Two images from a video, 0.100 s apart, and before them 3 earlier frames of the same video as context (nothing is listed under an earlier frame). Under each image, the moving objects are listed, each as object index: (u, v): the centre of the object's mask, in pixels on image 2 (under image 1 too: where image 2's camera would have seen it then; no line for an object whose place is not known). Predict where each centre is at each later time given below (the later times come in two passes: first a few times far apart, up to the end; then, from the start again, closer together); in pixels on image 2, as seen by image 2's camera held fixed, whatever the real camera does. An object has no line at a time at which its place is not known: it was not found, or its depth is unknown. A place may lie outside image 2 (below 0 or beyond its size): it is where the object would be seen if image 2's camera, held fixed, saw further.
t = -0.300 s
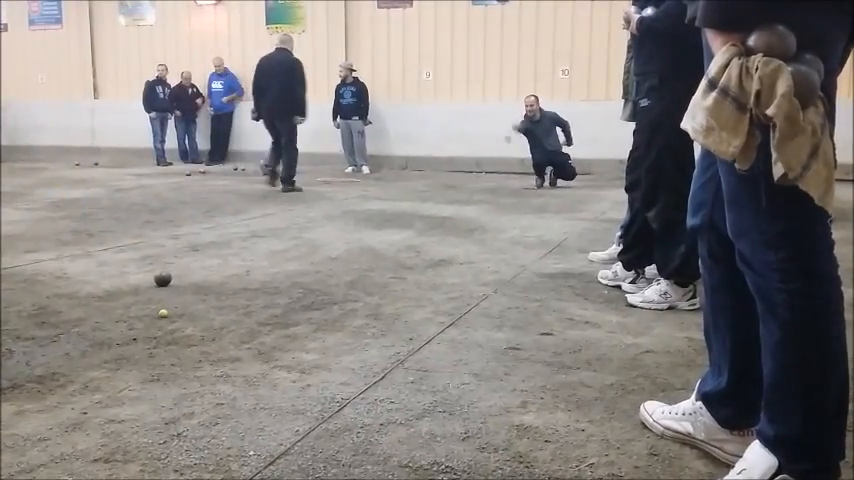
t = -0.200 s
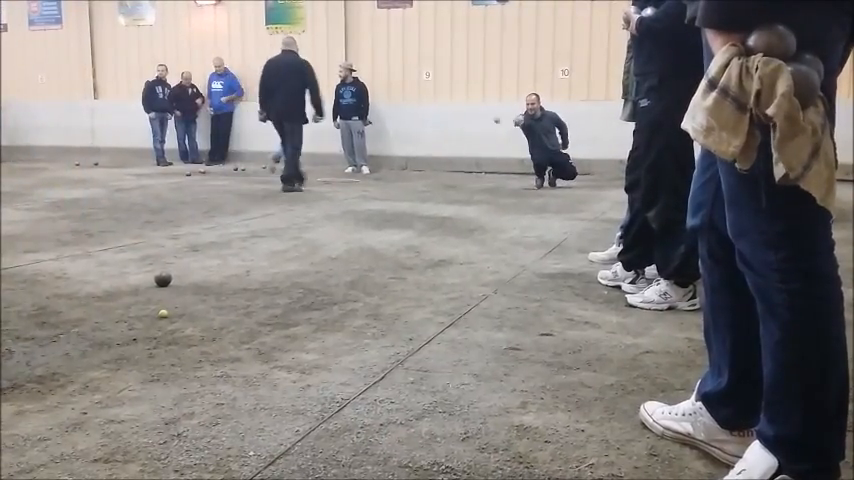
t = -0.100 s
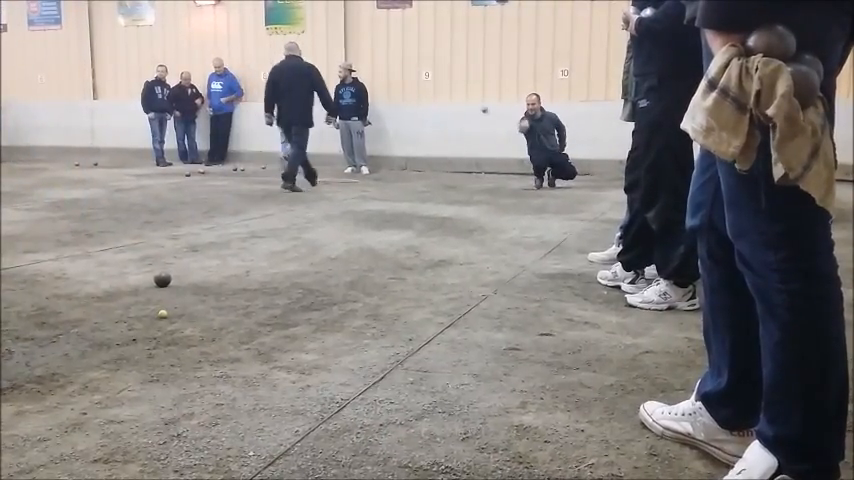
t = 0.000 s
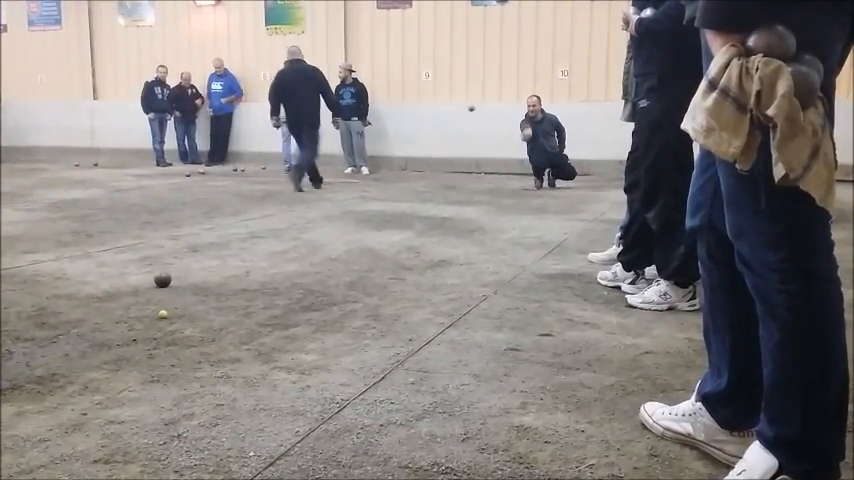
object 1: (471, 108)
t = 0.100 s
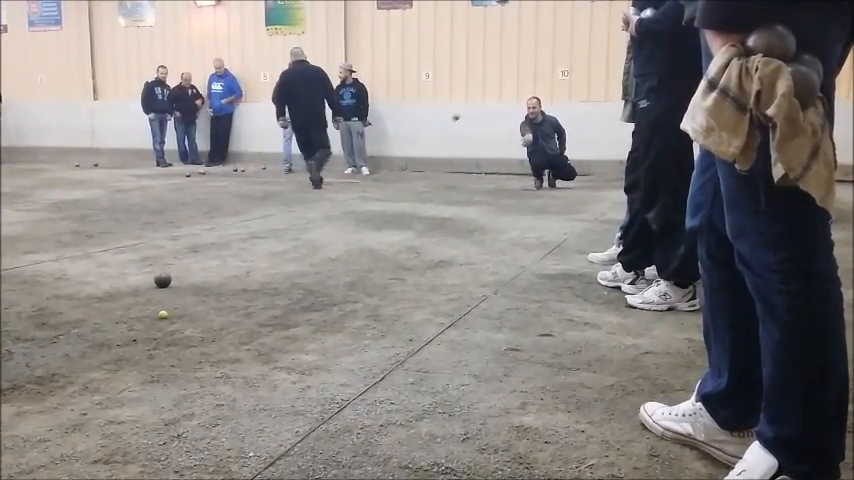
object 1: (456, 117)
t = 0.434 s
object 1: (392, 219)
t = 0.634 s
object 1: (366, 230)
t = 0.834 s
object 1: (353, 237)
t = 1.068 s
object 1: (339, 247)
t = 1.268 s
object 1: (325, 256)
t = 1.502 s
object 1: (310, 264)
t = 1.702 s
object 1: (300, 275)
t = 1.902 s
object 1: (292, 282)
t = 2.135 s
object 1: (280, 293)
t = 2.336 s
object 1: (268, 300)
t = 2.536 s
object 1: (256, 308)
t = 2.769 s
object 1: (247, 314)
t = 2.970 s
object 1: (244, 318)
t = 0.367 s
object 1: (402, 216)
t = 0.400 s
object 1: (396, 220)
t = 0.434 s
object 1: (392, 219)
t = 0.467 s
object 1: (387, 219)
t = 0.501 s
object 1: (382, 222)
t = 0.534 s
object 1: (377, 226)
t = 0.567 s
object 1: (374, 226)
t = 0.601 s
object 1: (370, 227)
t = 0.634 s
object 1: (366, 230)
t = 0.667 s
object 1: (363, 231)
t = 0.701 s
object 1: (361, 231)
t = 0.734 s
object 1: (358, 233)
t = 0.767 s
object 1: (356, 235)
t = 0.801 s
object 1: (355, 236)
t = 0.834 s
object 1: (353, 237)
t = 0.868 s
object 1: (351, 239)
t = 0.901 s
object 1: (350, 240)
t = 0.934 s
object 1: (348, 241)
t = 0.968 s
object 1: (346, 243)
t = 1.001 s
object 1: (343, 245)
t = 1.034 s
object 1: (341, 247)
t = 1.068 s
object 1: (339, 247)
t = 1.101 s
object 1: (336, 249)
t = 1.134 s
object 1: (334, 251)
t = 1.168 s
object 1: (332, 253)
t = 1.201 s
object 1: (330, 254)
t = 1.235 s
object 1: (327, 255)
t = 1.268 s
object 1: (325, 256)
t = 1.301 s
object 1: (323, 257)
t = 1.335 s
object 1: (320, 258)
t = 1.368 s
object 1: (318, 258)
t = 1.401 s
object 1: (316, 260)
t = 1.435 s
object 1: (314, 263)
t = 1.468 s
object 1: (312, 263)
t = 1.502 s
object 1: (310, 264)
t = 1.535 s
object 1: (308, 267)
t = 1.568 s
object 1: (307, 268)
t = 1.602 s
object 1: (305, 270)
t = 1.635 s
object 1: (303, 272)
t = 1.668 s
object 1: (302, 273)
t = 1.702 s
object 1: (300, 275)
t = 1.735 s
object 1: (299, 276)
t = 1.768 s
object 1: (297, 278)
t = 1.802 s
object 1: (296, 279)
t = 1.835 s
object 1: (295, 280)
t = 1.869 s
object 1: (293, 281)
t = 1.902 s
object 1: (292, 282)
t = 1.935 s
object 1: (290, 284)
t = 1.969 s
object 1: (289, 285)
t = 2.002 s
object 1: (287, 287)
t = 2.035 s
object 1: (285, 289)
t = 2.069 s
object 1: (283, 290)
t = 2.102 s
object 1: (282, 291)
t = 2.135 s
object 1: (280, 293)
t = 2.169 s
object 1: (278, 294)
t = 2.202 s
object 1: (275, 295)
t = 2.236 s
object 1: (273, 296)
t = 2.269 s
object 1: (271, 298)
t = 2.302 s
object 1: (270, 299)
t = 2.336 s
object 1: (268, 300)
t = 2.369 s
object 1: (266, 301)
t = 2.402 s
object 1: (264, 303)
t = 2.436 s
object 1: (262, 304)
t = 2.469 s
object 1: (260, 305)
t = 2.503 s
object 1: (258, 307)
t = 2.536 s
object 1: (256, 308)
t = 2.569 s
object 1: (255, 308)
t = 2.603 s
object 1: (253, 309)
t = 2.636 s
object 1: (252, 310)
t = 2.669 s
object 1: (251, 311)
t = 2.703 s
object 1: (249, 312)
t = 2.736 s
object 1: (248, 313)
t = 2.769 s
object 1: (247, 314)
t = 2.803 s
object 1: (247, 314)
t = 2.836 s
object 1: (246, 315)
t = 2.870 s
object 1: (246, 316)
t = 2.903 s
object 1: (245, 317)
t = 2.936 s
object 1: (244, 317)
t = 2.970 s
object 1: (244, 318)
